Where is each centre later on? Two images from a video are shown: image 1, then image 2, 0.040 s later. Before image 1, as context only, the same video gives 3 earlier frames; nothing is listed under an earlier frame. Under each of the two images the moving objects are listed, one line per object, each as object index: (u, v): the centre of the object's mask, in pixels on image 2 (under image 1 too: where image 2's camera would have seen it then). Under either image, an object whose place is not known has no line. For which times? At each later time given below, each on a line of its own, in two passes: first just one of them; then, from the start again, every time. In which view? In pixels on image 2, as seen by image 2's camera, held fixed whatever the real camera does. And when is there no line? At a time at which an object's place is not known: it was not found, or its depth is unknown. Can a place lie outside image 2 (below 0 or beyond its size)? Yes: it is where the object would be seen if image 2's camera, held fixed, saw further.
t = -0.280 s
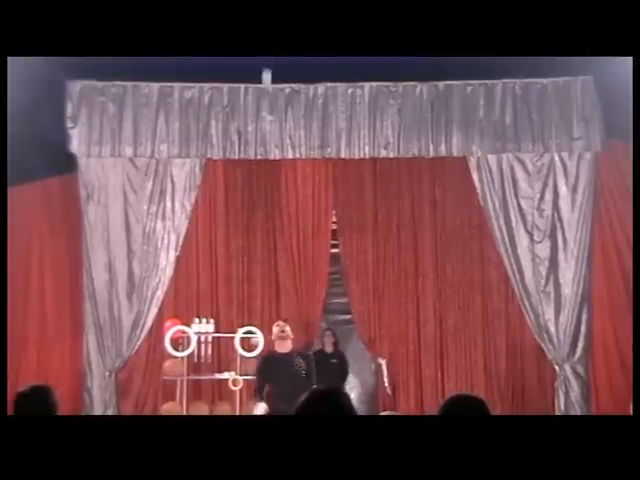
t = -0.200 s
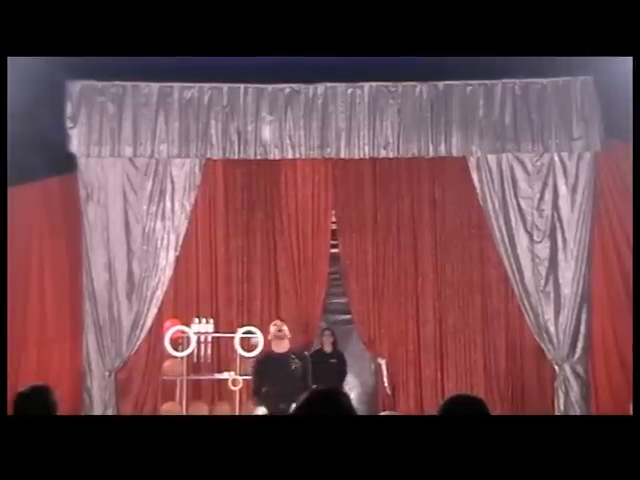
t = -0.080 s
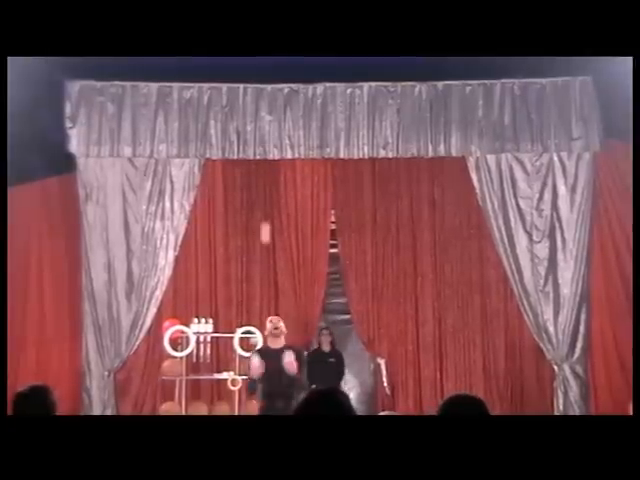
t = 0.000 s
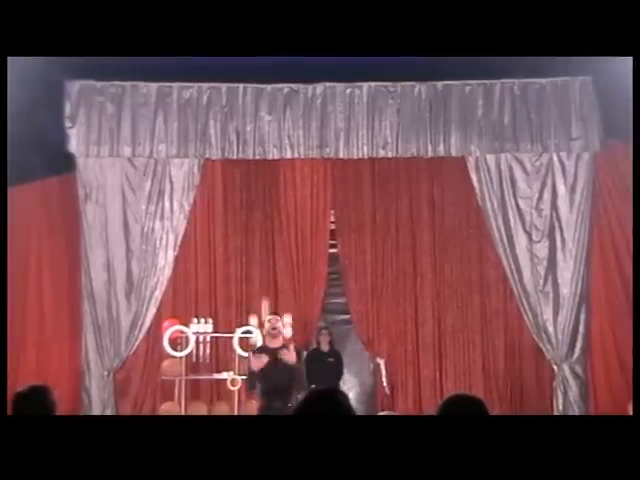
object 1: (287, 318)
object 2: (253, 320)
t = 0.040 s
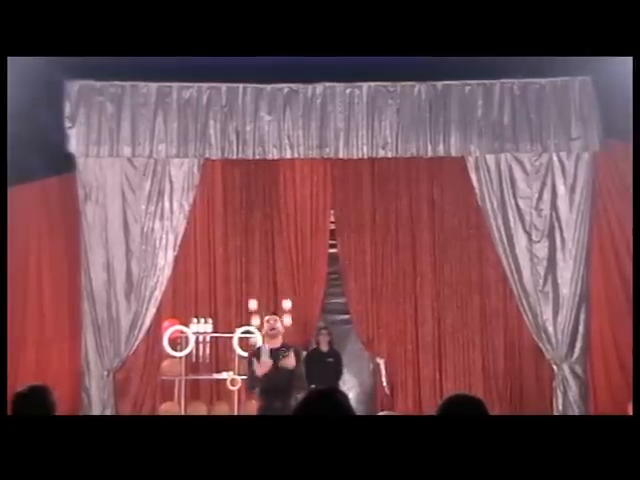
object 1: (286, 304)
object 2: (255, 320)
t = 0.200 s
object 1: (285, 263)
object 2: (253, 292)
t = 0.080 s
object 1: (286, 291)
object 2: (255, 311)
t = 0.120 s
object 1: (285, 279)
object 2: (254, 302)
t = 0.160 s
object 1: (285, 270)
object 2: (254, 296)
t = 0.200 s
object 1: (285, 263)
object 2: (253, 292)
